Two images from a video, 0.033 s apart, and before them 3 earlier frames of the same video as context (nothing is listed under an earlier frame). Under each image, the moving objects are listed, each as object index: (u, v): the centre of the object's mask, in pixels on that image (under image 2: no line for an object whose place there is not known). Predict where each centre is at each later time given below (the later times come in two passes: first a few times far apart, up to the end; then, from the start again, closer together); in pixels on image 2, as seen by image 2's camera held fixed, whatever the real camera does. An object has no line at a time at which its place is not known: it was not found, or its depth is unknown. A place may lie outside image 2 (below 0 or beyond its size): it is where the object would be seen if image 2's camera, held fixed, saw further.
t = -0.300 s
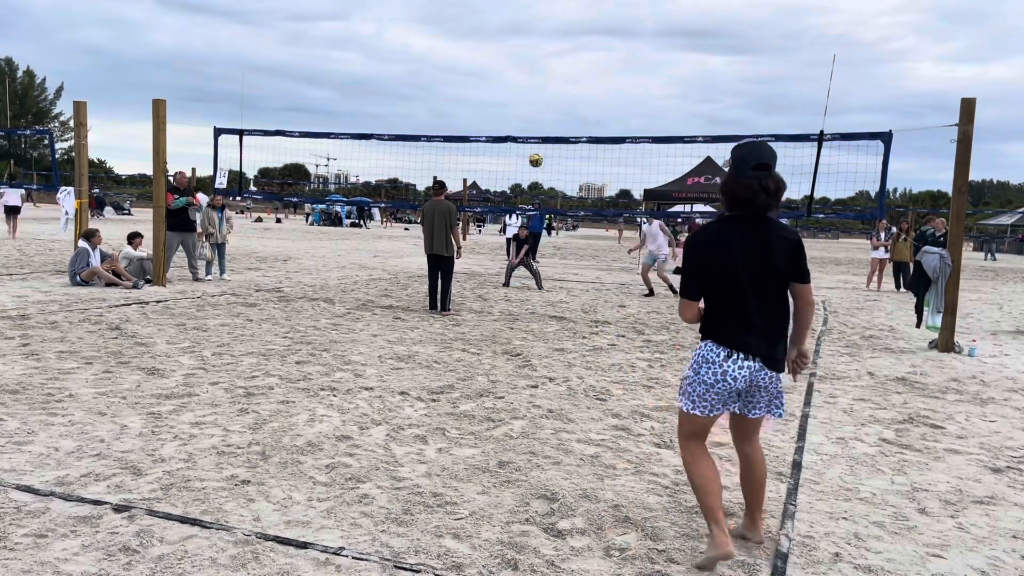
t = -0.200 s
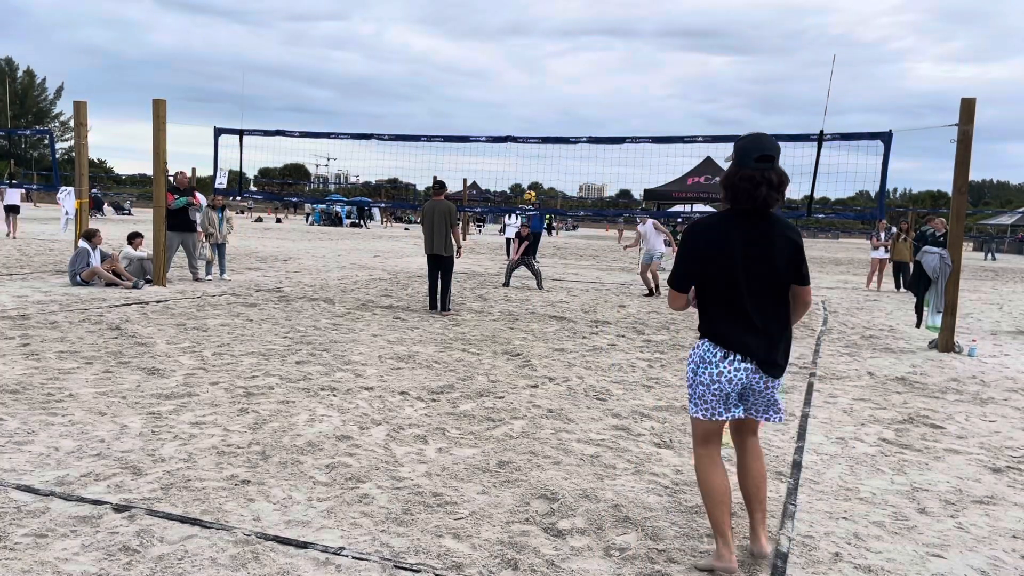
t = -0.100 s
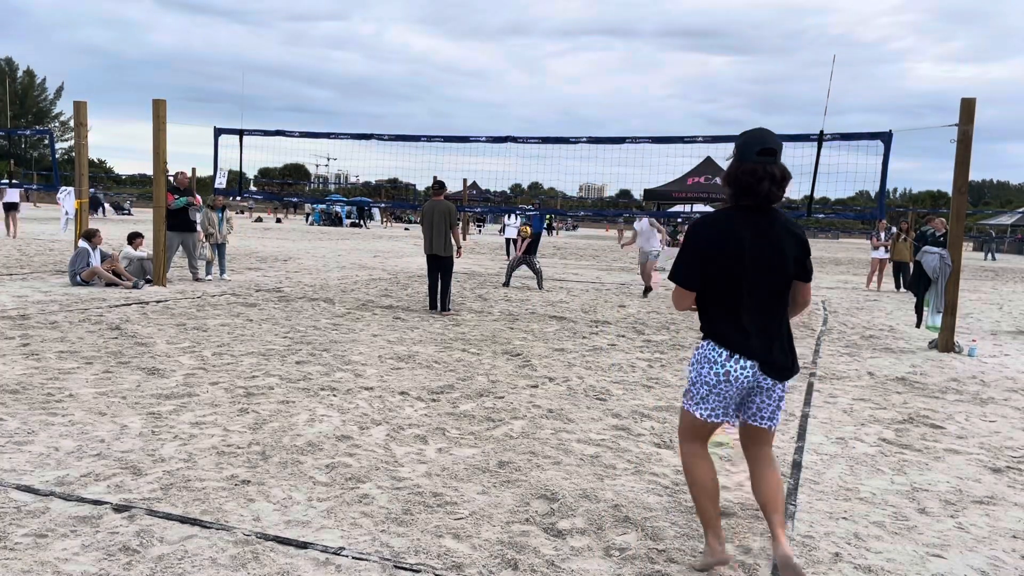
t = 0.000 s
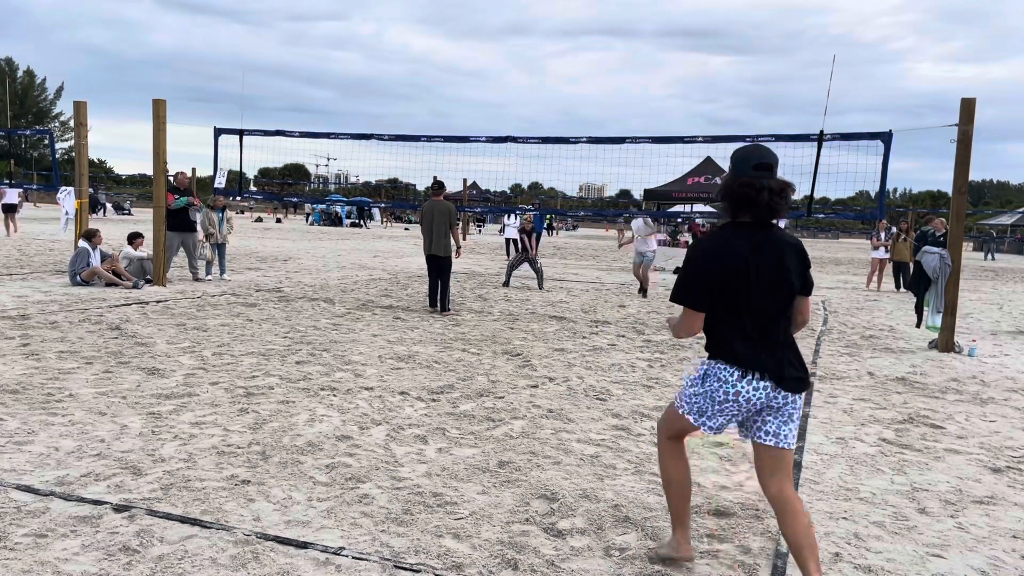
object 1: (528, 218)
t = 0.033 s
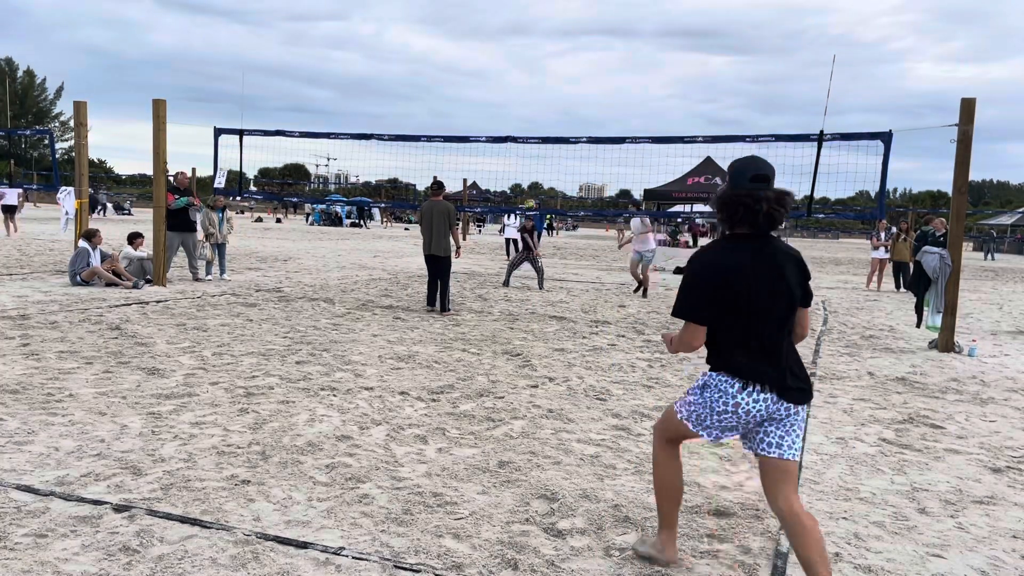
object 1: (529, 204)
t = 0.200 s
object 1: (538, 148)
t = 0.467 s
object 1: (548, 85)
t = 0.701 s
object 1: (554, 61)
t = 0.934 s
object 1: (558, 67)
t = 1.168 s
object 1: (561, 105)
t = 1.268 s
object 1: (561, 131)
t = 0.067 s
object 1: (532, 192)
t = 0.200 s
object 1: (538, 148)
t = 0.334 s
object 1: (543, 112)
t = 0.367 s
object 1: (544, 104)
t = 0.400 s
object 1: (546, 97)
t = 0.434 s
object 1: (547, 91)
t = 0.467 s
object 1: (548, 85)
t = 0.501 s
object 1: (549, 80)
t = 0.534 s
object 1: (550, 75)
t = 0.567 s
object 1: (551, 71)
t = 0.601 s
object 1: (552, 67)
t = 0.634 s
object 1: (552, 65)
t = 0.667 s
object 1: (553, 62)
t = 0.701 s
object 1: (554, 61)
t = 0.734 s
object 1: (555, 60)
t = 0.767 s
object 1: (555, 60)
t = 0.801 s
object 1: (556, 60)
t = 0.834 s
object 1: (557, 61)
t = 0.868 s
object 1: (557, 62)
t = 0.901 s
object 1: (557, 64)
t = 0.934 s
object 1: (558, 67)
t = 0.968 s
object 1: (558, 71)
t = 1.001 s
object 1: (559, 75)
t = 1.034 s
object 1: (559, 80)
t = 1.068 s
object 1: (560, 85)
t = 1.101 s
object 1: (560, 91)
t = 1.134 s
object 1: (561, 98)
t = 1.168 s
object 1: (561, 105)
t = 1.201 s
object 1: (561, 113)
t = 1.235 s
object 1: (561, 122)
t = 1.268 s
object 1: (561, 131)
